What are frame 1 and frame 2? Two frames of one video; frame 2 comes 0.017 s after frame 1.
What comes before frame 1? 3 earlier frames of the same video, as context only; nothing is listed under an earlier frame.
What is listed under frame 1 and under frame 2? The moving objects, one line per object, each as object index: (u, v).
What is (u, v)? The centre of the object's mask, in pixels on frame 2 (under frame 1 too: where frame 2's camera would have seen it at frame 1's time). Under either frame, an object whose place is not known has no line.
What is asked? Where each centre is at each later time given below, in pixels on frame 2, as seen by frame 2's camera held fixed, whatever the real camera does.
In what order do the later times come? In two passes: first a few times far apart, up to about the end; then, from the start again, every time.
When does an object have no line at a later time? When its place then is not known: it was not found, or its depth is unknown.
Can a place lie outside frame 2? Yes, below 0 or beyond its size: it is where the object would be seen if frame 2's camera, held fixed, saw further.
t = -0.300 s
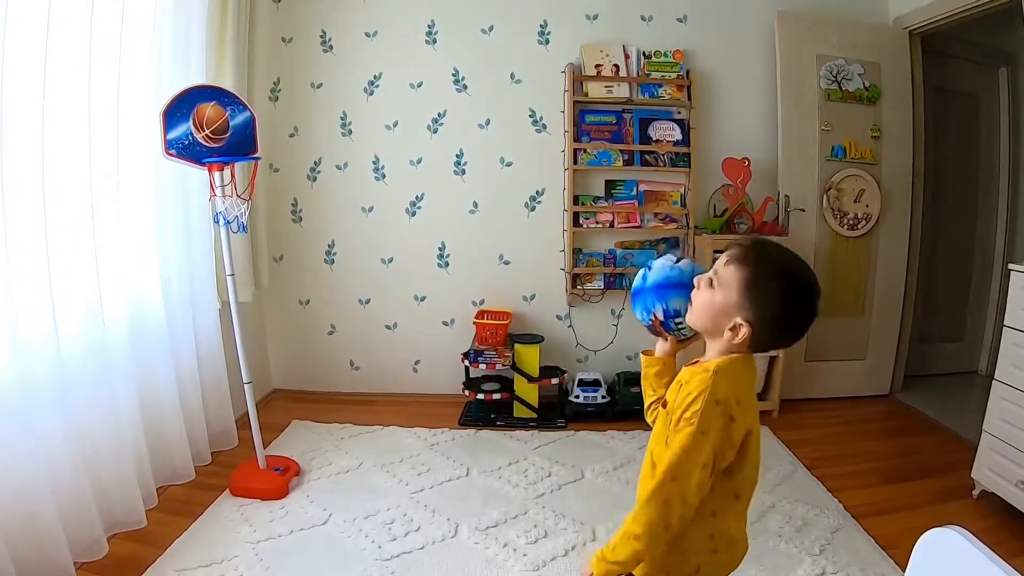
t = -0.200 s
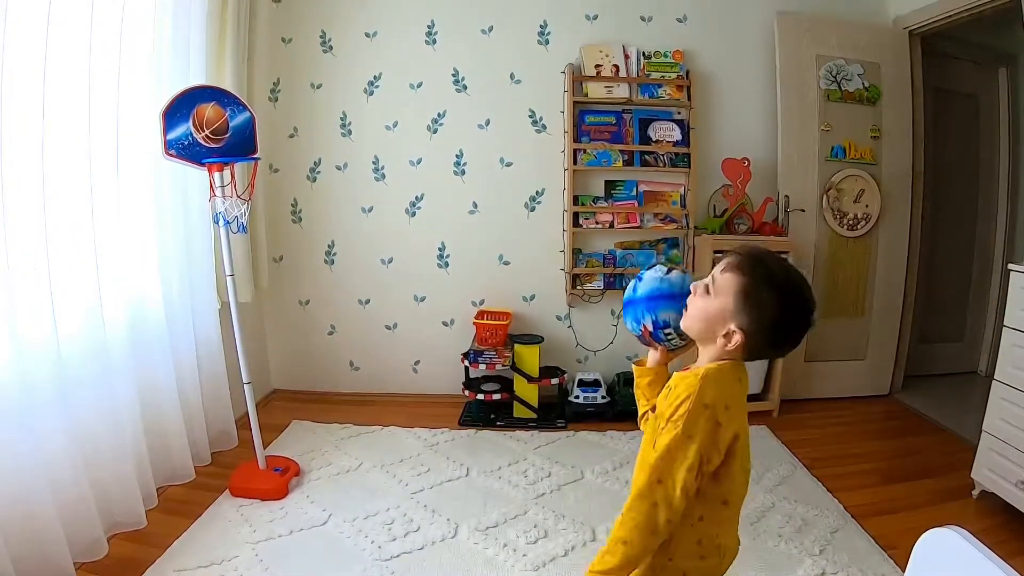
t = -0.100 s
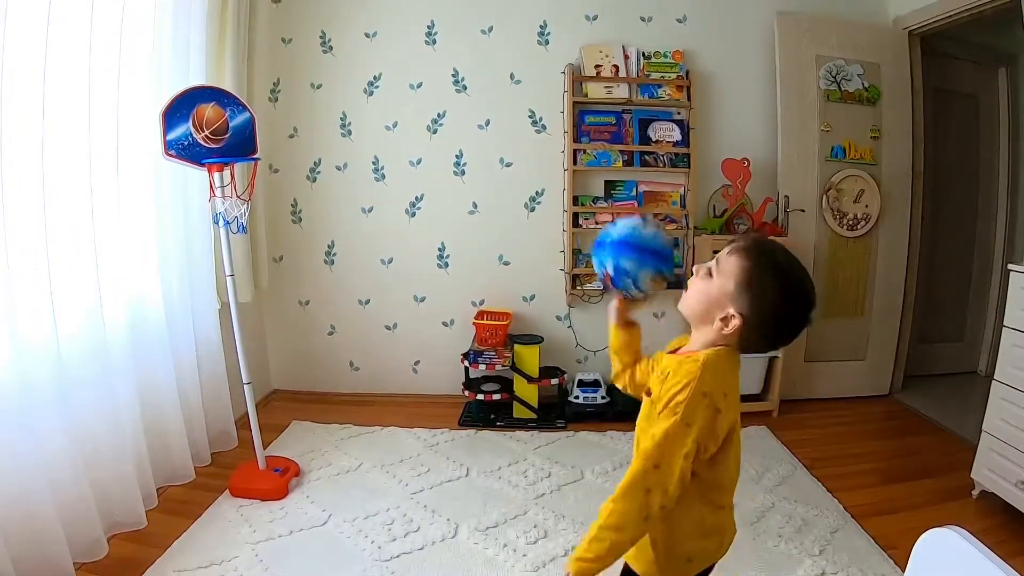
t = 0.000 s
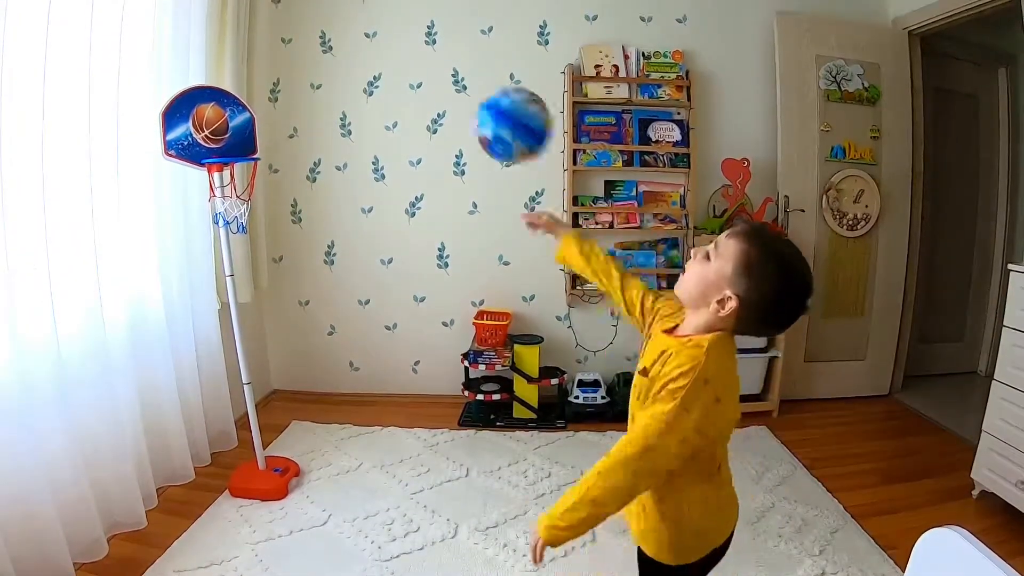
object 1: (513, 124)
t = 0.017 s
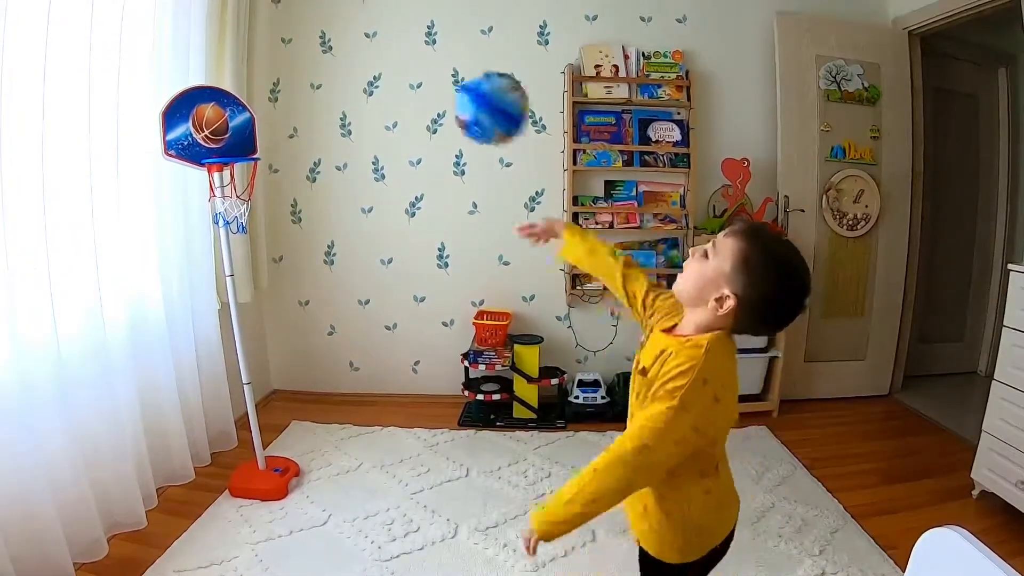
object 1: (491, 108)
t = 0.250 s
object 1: (290, 47)
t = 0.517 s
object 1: (229, 114)
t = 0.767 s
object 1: (242, 123)
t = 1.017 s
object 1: (251, 140)
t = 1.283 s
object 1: (251, 140)
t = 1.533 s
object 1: (268, 218)
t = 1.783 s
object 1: (322, 517)
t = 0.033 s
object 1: (471, 93)
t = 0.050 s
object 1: (452, 81)
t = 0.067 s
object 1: (434, 70)
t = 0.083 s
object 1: (417, 61)
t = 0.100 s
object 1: (401, 55)
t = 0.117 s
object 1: (385, 49)
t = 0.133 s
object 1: (372, 46)
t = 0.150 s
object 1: (358, 43)
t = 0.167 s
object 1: (345, 41)
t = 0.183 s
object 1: (334, 40)
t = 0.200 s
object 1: (322, 41)
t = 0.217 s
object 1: (311, 42)
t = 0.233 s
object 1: (300, 44)
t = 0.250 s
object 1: (290, 47)
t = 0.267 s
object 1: (281, 50)
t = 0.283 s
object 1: (271, 54)
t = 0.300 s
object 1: (263, 59)
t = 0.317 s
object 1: (255, 64)
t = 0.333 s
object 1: (246, 69)
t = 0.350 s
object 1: (238, 75)
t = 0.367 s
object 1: (232, 82)
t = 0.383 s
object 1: (229, 86)
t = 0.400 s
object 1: (227, 92)
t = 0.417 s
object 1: (226, 94)
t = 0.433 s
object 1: (225, 97)
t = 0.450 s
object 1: (227, 98)
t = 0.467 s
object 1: (227, 102)
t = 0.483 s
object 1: (228, 105)
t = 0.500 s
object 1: (228, 110)
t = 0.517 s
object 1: (229, 114)
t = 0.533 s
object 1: (229, 120)
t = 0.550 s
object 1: (230, 127)
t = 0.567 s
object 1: (230, 134)
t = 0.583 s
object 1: (231, 141)
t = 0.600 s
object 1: (231, 148)
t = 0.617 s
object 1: (231, 150)
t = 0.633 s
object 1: (231, 149)
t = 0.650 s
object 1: (233, 147)
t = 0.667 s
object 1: (236, 140)
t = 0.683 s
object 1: (237, 136)
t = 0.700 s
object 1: (237, 133)
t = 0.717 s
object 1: (239, 129)
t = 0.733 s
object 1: (240, 126)
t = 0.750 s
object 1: (241, 124)
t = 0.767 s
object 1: (242, 123)
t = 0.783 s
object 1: (242, 122)
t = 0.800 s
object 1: (243, 123)
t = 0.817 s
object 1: (244, 124)
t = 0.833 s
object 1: (245, 125)
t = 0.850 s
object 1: (245, 128)
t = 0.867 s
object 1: (246, 131)
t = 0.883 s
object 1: (247, 135)
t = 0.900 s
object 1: (248, 139)
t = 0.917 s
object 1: (249, 144)
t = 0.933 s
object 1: (250, 146)
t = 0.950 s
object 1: (250, 147)
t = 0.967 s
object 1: (250, 148)
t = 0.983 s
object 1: (251, 146)
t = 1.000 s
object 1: (251, 143)
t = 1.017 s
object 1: (251, 140)
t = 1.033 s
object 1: (251, 137)
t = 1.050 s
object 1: (251, 133)
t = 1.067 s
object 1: (251, 131)
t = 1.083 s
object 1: (250, 130)
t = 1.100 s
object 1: (250, 130)
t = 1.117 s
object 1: (250, 130)
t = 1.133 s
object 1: (249, 132)
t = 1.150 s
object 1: (249, 133)
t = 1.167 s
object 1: (249, 136)
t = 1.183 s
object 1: (249, 138)
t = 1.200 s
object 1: (249, 141)
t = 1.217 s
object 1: (249, 142)
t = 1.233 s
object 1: (248, 142)
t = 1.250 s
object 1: (249, 142)
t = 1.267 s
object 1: (249, 141)
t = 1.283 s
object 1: (251, 140)
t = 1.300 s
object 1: (252, 139)
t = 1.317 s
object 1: (252, 140)
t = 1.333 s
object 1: (253, 139)
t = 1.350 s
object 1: (254, 140)
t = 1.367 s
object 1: (255, 141)
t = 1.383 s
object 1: (256, 145)
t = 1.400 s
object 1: (258, 149)
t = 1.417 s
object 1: (259, 154)
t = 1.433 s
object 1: (260, 160)
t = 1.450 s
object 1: (261, 168)
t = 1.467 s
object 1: (262, 176)
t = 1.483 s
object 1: (264, 185)
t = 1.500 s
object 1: (265, 195)
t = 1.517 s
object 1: (267, 207)
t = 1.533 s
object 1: (268, 218)
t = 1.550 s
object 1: (270, 231)
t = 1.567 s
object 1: (273, 246)
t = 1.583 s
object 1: (275, 262)
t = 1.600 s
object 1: (277, 279)
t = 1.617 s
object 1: (281, 298)
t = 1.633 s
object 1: (283, 317)
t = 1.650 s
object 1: (287, 336)
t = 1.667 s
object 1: (291, 357)
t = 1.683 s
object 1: (294, 378)
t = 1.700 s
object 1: (297, 399)
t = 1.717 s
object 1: (301, 421)
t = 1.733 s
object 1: (306, 446)
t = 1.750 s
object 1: (311, 469)
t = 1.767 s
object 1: (317, 494)
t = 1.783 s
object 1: (322, 517)
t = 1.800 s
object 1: (328, 542)
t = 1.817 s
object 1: (332, 555)
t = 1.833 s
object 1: (331, 549)
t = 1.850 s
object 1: (329, 541)
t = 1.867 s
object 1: (328, 533)
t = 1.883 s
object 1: (328, 527)
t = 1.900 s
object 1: (327, 520)
